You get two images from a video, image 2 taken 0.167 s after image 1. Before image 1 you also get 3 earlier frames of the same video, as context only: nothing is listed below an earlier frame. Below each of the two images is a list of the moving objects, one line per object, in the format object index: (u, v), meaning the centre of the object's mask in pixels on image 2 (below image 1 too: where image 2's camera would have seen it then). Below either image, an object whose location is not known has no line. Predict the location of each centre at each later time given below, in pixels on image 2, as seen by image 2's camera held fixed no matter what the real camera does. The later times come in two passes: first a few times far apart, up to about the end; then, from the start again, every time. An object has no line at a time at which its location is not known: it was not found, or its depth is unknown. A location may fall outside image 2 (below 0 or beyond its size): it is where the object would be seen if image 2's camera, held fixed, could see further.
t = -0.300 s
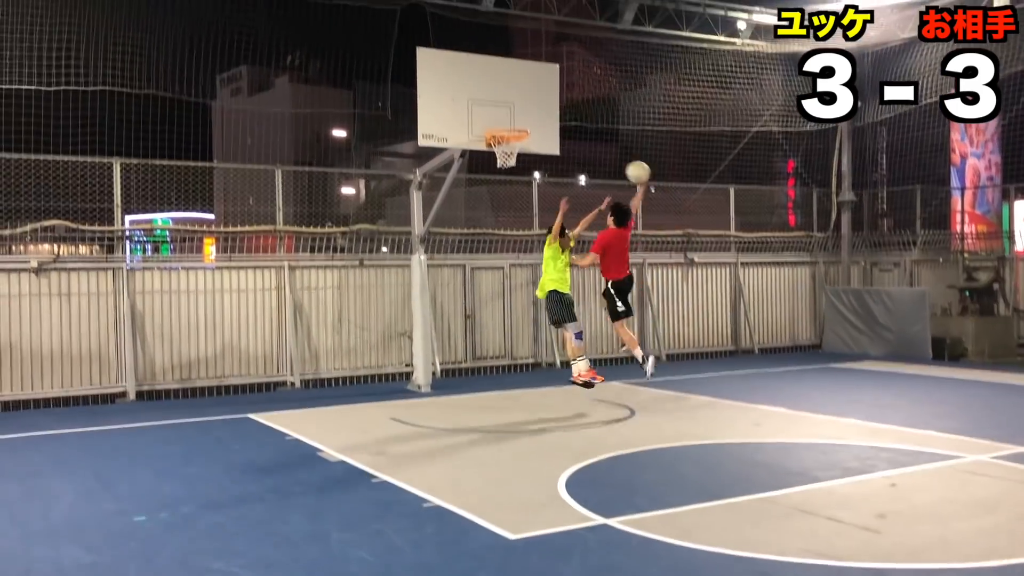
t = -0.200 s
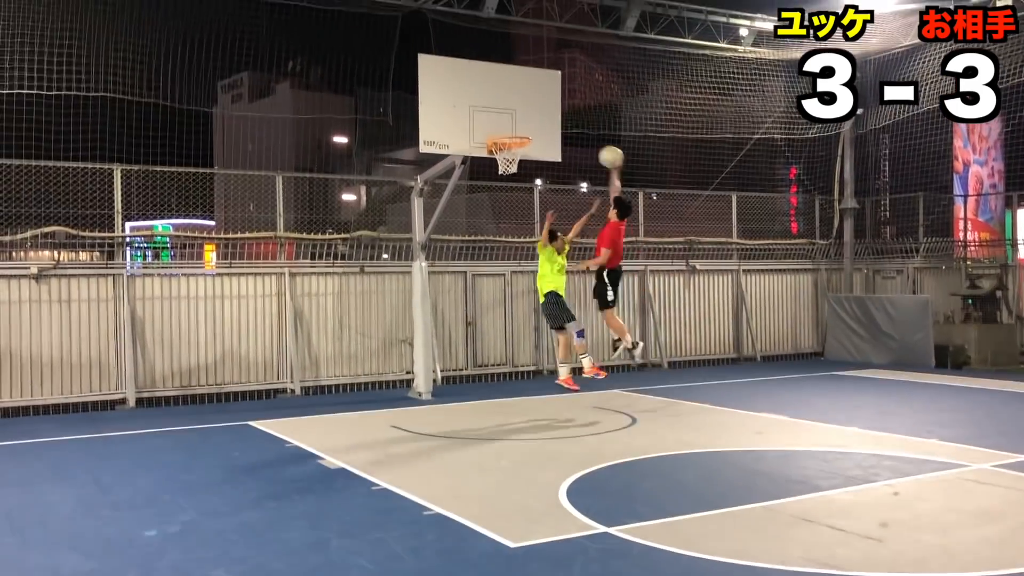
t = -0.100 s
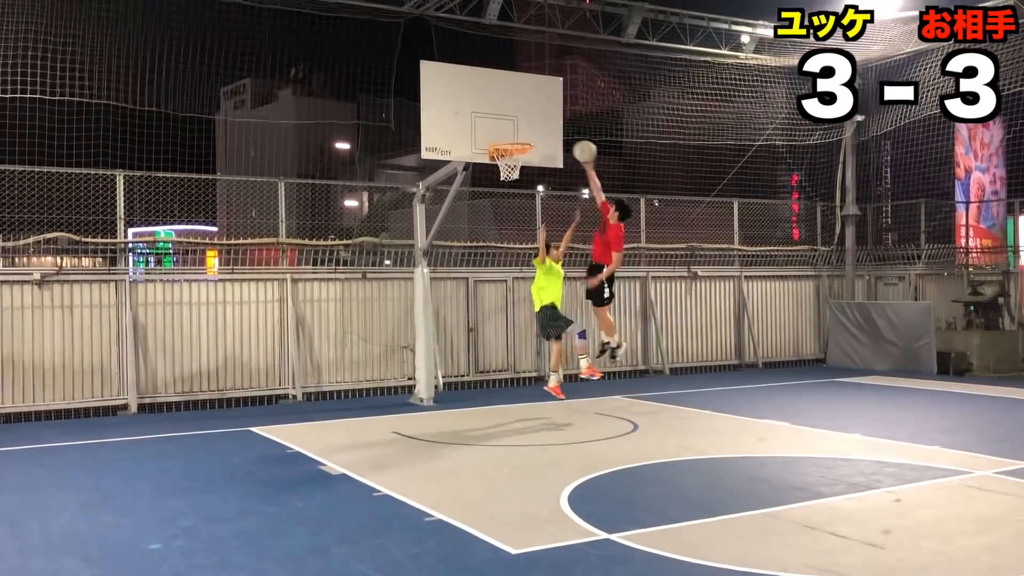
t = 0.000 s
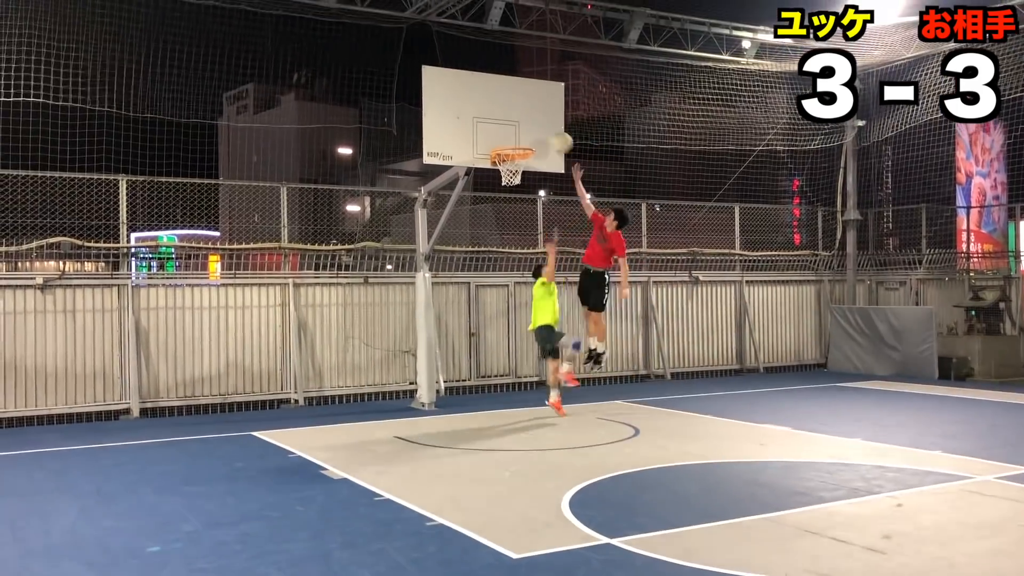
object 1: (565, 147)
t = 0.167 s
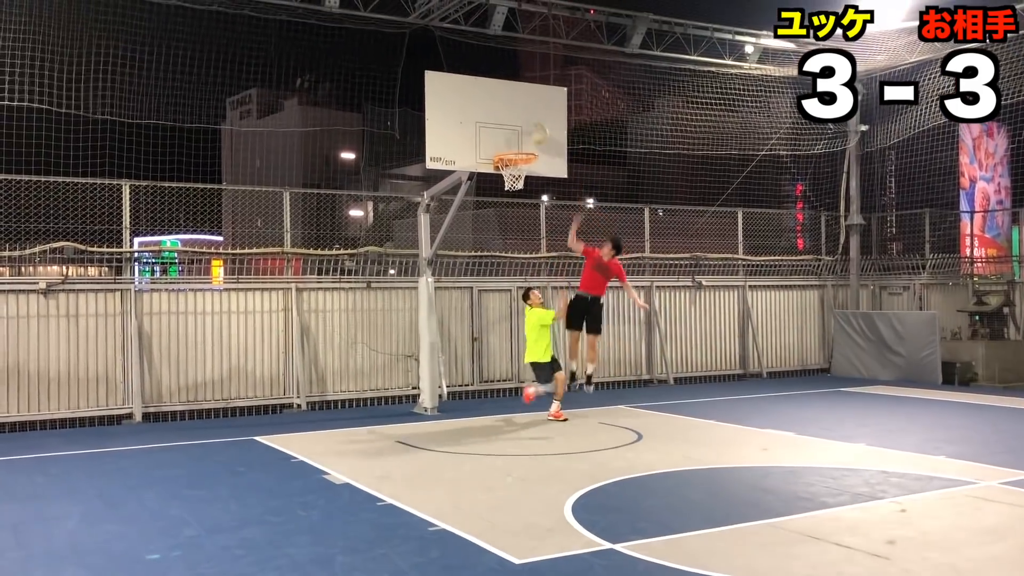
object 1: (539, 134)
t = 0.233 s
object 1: (533, 133)
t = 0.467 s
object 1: (514, 157)
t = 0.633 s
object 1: (513, 173)
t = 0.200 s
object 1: (536, 133)
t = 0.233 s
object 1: (533, 133)
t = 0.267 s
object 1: (530, 133)
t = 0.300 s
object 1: (528, 135)
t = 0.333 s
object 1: (525, 139)
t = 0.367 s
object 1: (523, 142)
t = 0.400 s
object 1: (521, 146)
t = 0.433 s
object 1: (518, 147)
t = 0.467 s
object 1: (514, 157)
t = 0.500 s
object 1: (513, 163)
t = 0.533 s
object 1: (512, 166)
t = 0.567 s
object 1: (513, 173)
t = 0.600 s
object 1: (512, 173)
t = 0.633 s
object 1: (513, 173)
